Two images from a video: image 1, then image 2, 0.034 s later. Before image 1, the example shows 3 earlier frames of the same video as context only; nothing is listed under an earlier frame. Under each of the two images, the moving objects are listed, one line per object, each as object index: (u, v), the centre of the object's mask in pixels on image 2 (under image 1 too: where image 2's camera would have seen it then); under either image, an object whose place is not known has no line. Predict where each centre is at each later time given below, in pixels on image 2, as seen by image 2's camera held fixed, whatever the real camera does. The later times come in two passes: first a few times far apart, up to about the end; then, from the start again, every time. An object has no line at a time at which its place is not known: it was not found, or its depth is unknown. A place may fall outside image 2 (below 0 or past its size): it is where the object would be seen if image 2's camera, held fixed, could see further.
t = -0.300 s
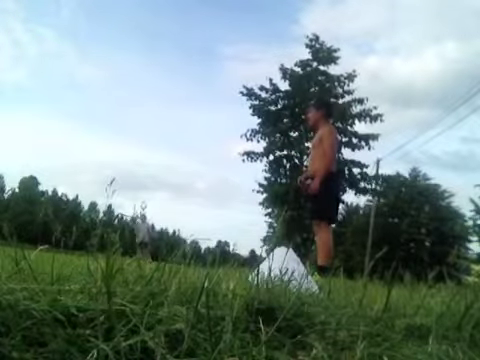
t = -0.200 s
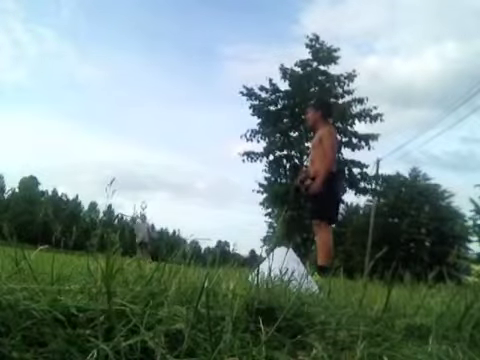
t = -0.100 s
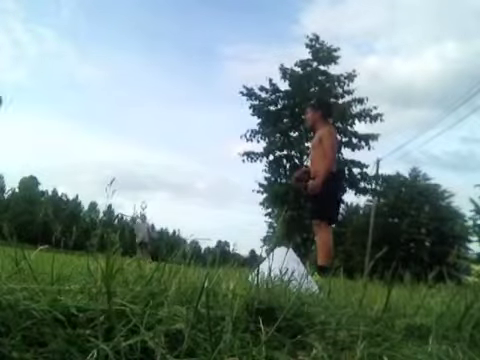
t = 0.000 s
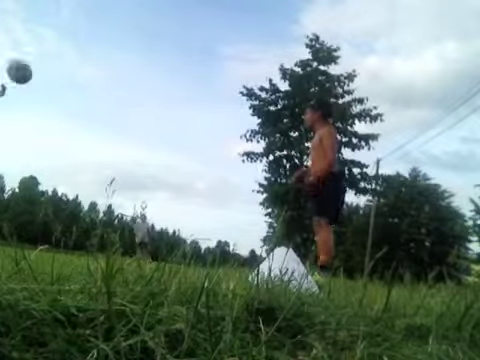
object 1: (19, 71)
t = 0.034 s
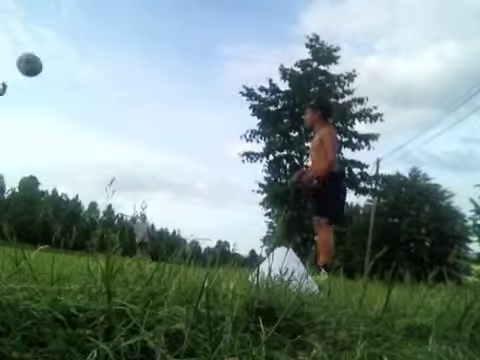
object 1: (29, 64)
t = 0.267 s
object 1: (94, 44)
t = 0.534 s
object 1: (163, 90)
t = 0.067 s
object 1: (39, 58)
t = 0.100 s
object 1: (48, 53)
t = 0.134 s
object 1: (57, 49)
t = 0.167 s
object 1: (67, 46)
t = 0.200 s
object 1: (76, 44)
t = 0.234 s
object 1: (85, 44)
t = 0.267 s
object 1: (94, 44)
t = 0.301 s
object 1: (103, 45)
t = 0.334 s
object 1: (111, 48)
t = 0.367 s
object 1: (120, 52)
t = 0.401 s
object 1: (129, 57)
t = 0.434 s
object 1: (138, 63)
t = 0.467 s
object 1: (146, 70)
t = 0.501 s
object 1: (155, 79)
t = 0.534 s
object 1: (163, 90)
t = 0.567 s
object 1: (172, 101)
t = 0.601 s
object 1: (180, 114)
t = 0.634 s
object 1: (189, 129)
